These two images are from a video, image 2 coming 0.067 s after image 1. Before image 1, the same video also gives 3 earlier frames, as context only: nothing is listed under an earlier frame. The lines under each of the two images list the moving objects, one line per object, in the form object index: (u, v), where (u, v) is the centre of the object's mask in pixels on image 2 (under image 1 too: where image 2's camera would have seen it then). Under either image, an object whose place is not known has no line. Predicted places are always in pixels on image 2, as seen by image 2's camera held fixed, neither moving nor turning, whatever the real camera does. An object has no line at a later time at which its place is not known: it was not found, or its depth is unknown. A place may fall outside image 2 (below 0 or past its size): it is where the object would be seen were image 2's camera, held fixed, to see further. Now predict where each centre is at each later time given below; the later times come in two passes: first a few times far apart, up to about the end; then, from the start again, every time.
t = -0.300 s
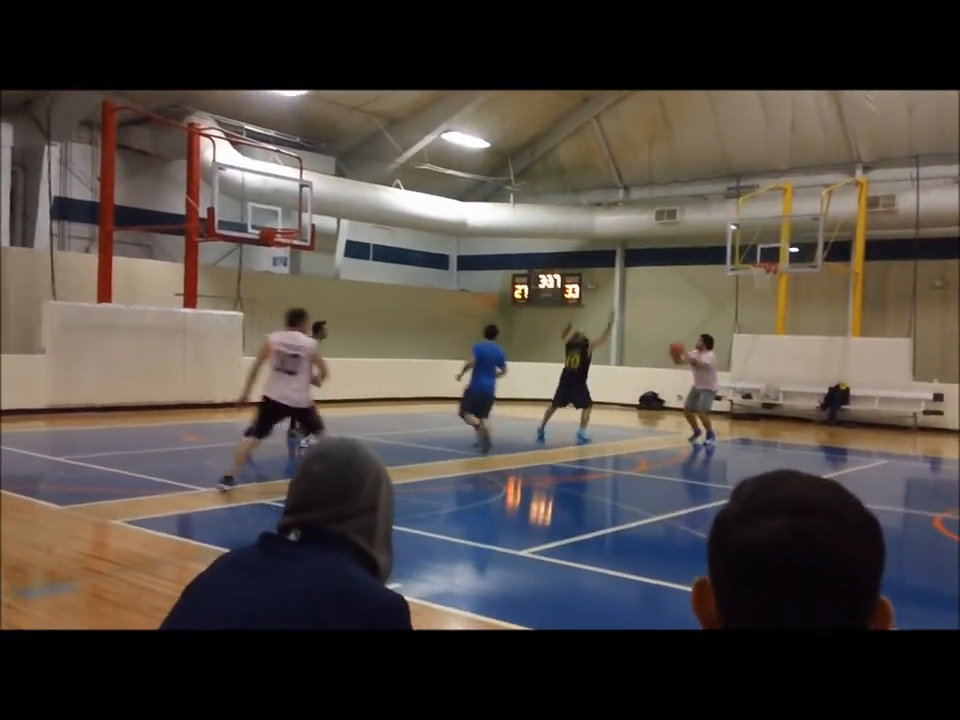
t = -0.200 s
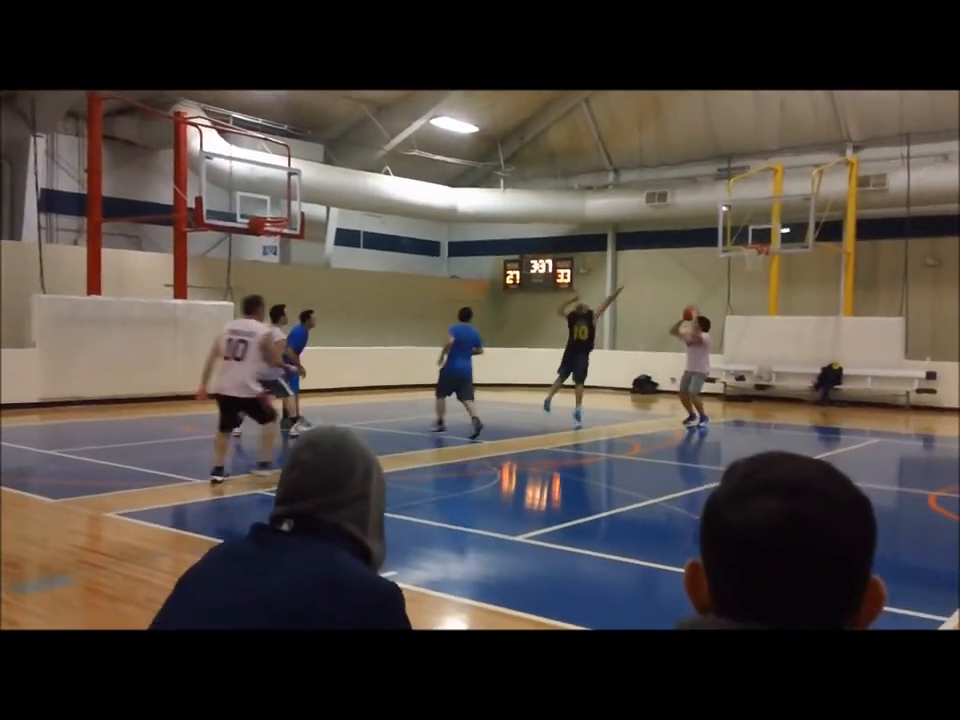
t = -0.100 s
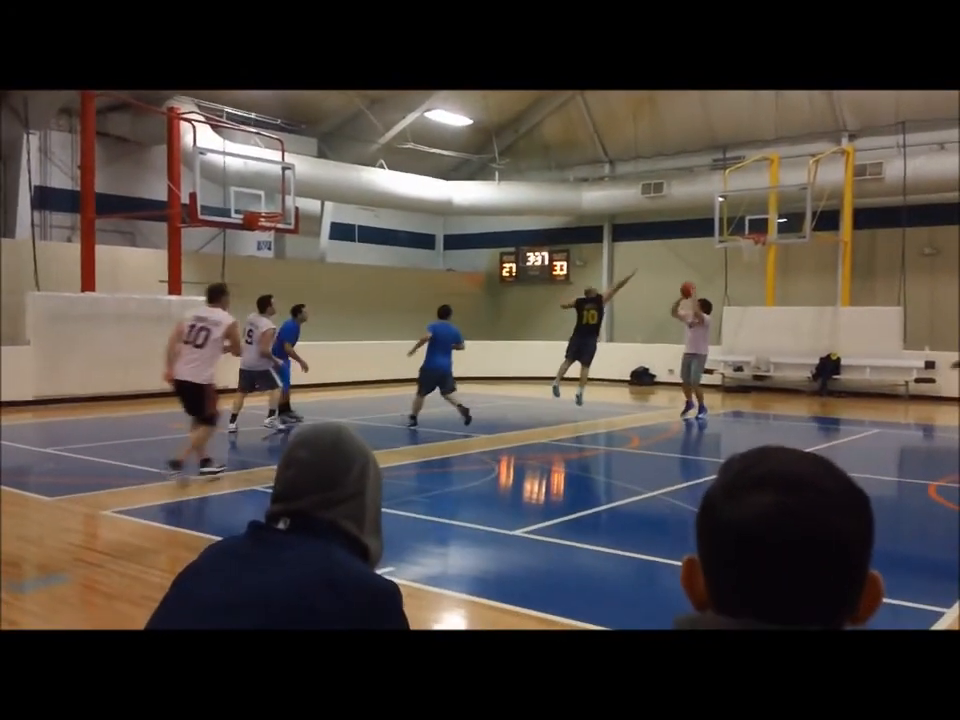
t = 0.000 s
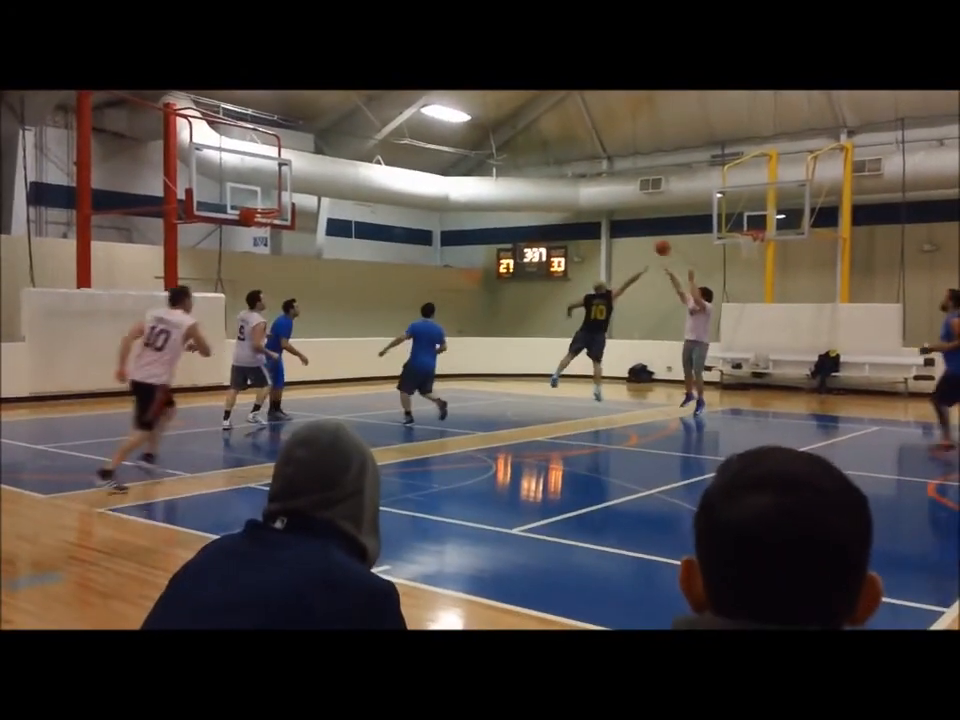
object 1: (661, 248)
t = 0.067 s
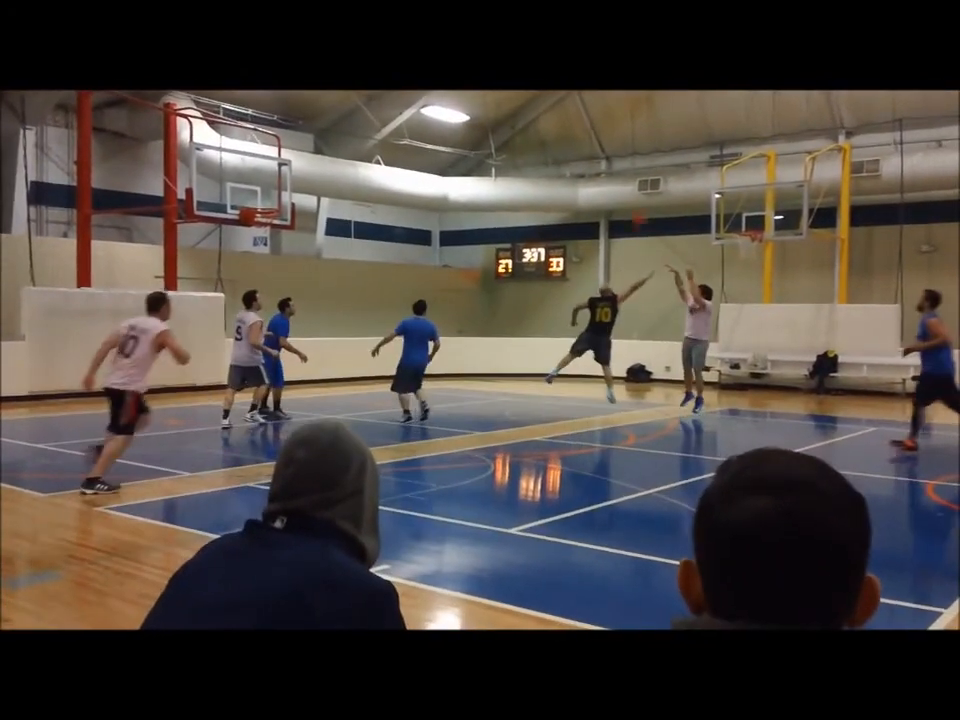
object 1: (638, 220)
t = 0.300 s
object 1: (560, 148)
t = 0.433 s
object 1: (519, 125)
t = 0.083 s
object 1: (632, 215)
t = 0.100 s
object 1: (628, 209)
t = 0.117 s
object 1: (622, 202)
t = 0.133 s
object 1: (616, 197)
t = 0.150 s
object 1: (610, 191)
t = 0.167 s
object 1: (605, 185)
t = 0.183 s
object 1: (600, 180)
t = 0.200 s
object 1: (594, 176)
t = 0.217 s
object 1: (589, 172)
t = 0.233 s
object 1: (583, 166)
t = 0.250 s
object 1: (576, 162)
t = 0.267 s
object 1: (571, 158)
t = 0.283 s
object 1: (567, 153)
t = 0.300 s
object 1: (560, 148)
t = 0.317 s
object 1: (555, 146)
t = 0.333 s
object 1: (551, 142)
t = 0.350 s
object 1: (545, 139)
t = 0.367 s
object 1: (540, 136)
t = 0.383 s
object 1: (534, 133)
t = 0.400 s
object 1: (528, 129)
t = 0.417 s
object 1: (523, 127)
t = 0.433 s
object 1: (519, 125)
